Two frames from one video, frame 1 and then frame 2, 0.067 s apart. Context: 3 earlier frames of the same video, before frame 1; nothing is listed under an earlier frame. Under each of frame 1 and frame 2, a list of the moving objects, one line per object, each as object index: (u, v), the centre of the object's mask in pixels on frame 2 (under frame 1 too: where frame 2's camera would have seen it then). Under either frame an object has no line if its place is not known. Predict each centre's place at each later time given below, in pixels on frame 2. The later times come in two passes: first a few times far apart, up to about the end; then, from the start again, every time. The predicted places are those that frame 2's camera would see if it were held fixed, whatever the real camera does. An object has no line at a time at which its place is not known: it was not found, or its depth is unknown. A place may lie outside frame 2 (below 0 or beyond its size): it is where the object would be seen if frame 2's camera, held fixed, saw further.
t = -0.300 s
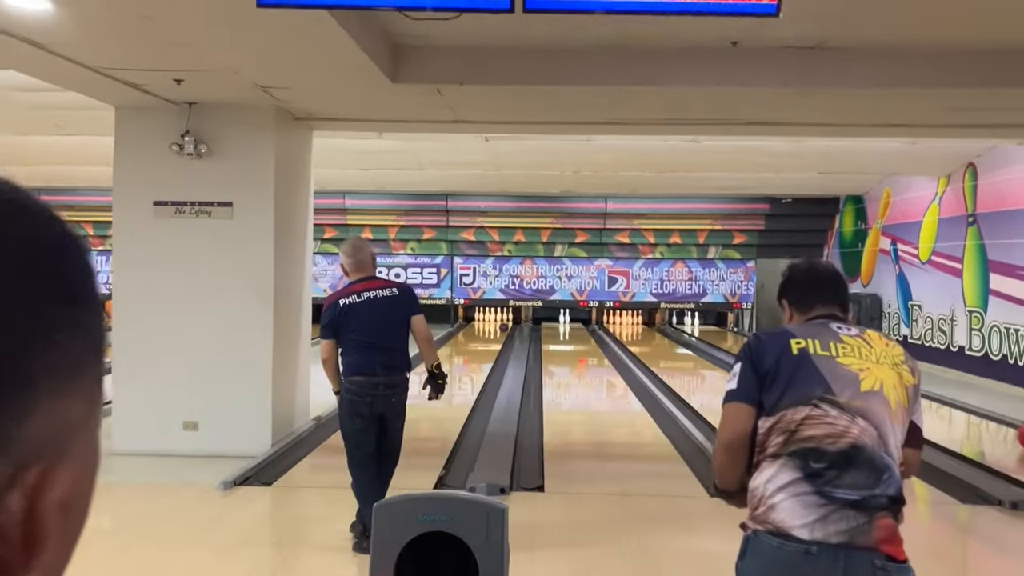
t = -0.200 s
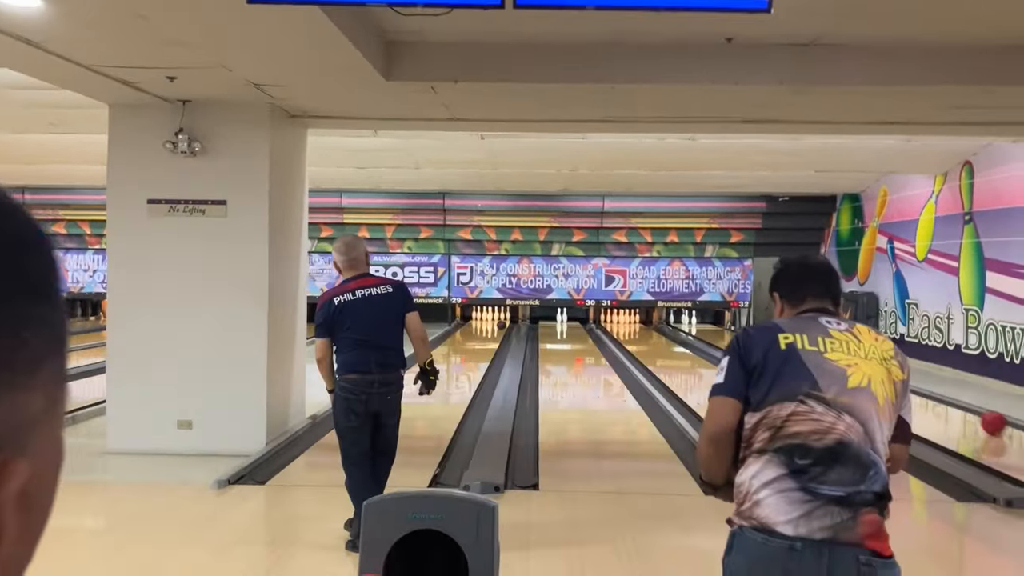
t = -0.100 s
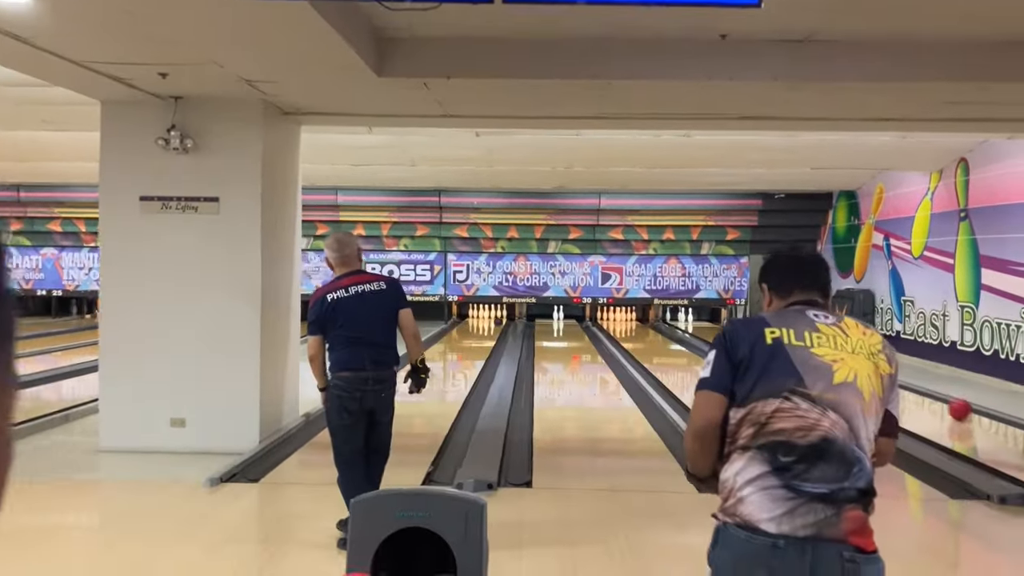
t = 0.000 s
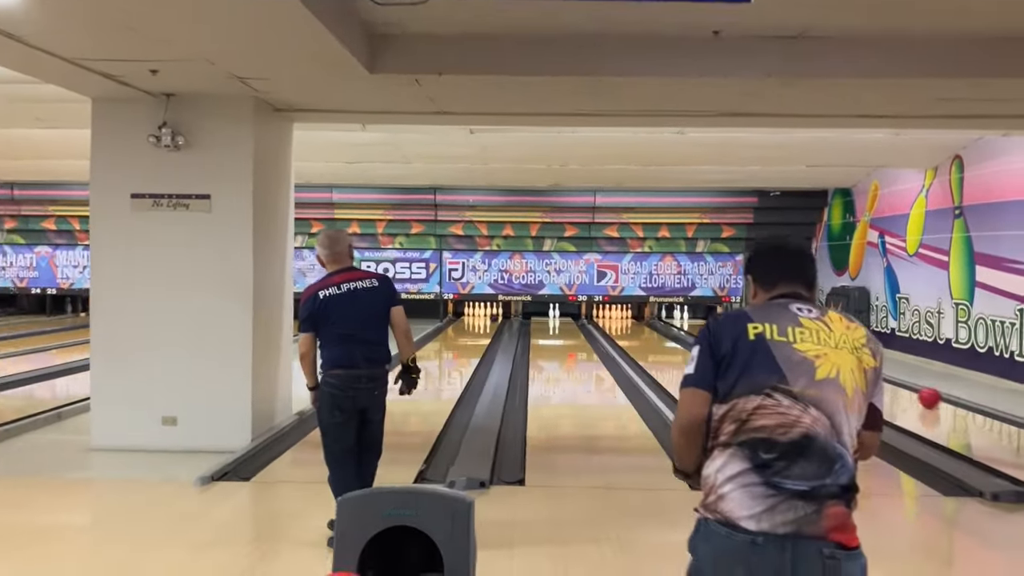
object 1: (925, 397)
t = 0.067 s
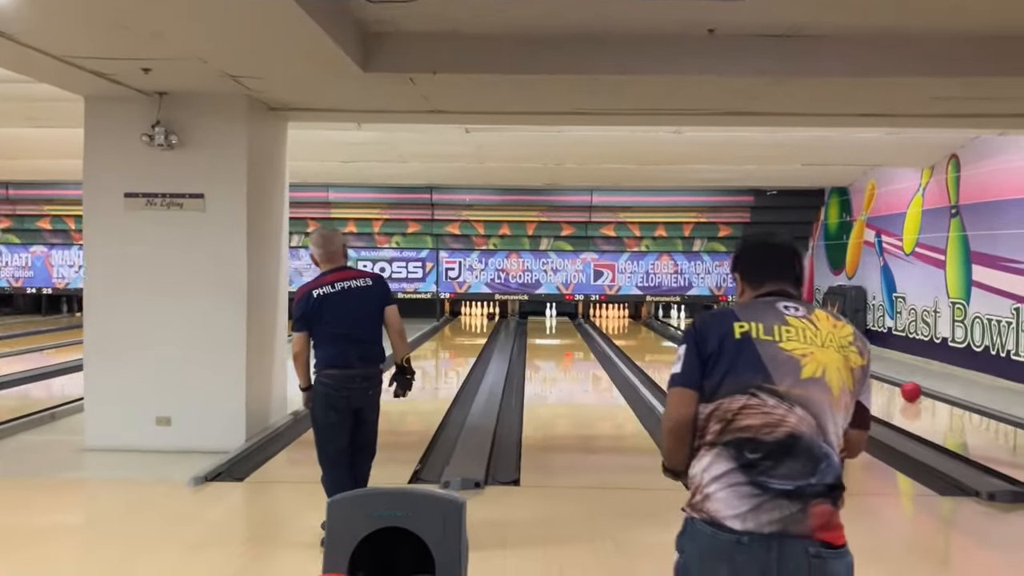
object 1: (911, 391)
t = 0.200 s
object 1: (885, 382)
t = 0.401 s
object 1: (853, 371)
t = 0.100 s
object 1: (904, 389)
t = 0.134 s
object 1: (897, 387)
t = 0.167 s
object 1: (890, 384)
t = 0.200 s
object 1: (885, 382)
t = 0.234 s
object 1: (878, 380)
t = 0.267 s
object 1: (873, 378)
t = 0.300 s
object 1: (868, 376)
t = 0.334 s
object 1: (863, 374)
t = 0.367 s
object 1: (858, 372)
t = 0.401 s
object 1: (853, 371)
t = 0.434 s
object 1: (848, 369)
